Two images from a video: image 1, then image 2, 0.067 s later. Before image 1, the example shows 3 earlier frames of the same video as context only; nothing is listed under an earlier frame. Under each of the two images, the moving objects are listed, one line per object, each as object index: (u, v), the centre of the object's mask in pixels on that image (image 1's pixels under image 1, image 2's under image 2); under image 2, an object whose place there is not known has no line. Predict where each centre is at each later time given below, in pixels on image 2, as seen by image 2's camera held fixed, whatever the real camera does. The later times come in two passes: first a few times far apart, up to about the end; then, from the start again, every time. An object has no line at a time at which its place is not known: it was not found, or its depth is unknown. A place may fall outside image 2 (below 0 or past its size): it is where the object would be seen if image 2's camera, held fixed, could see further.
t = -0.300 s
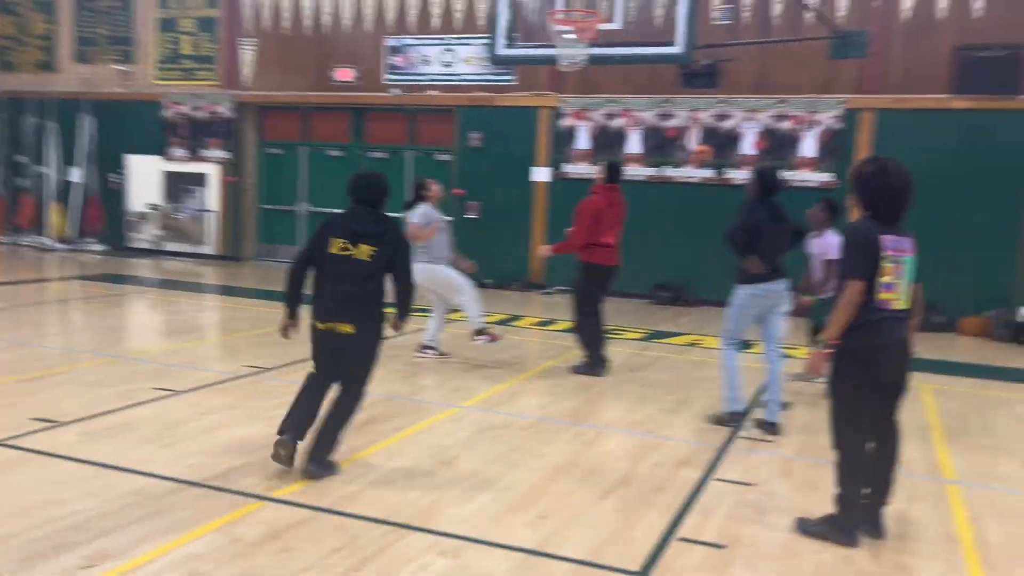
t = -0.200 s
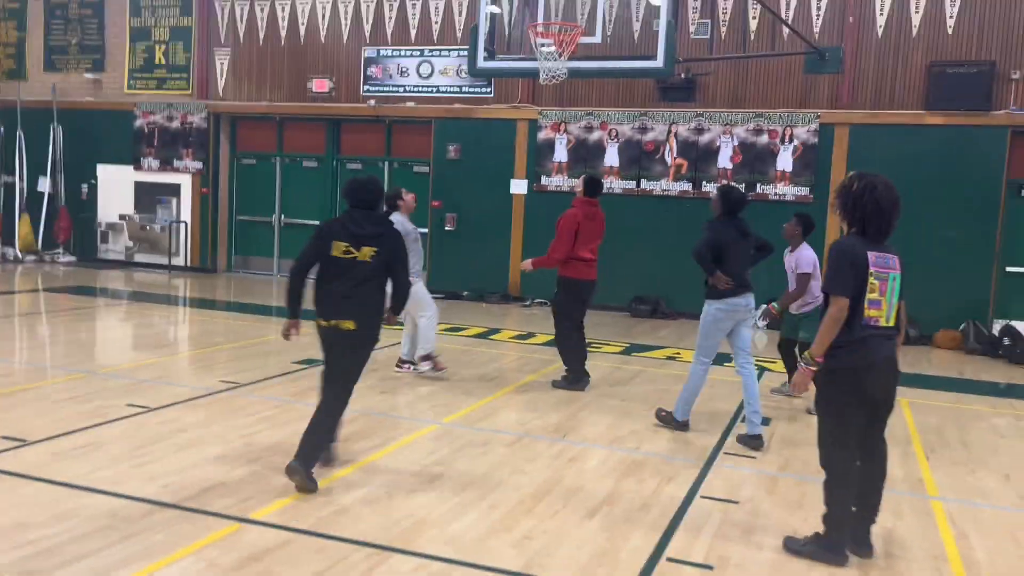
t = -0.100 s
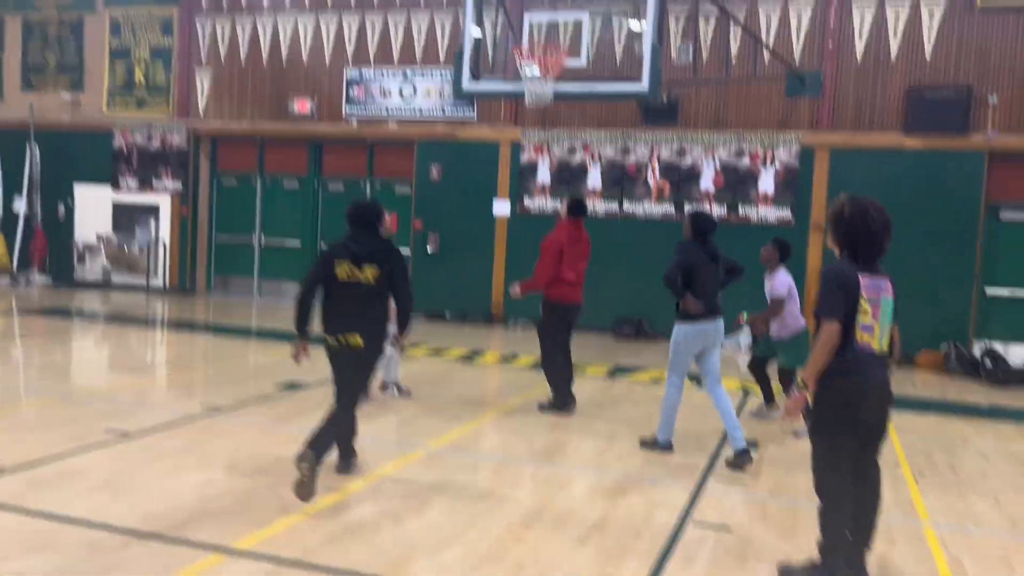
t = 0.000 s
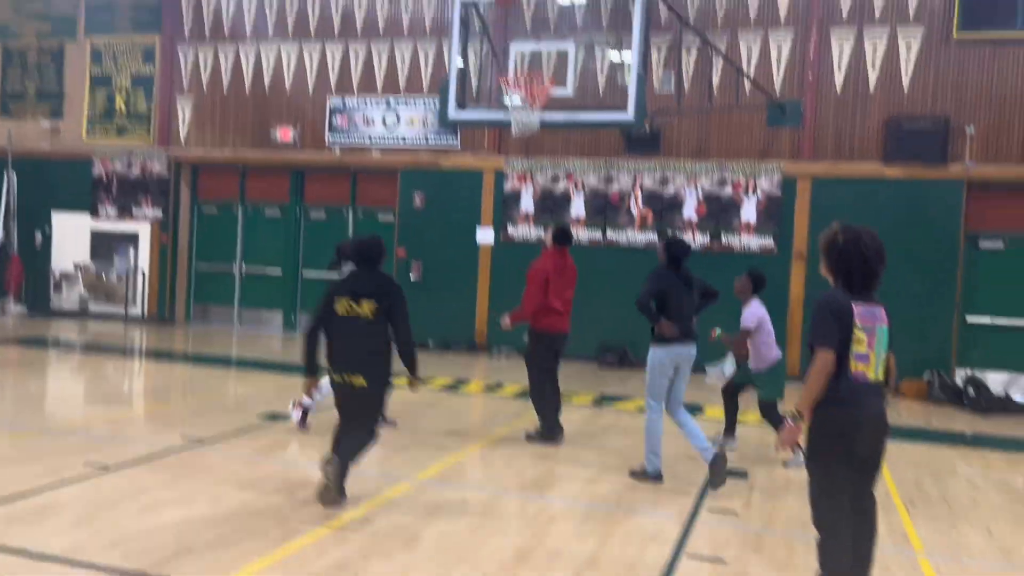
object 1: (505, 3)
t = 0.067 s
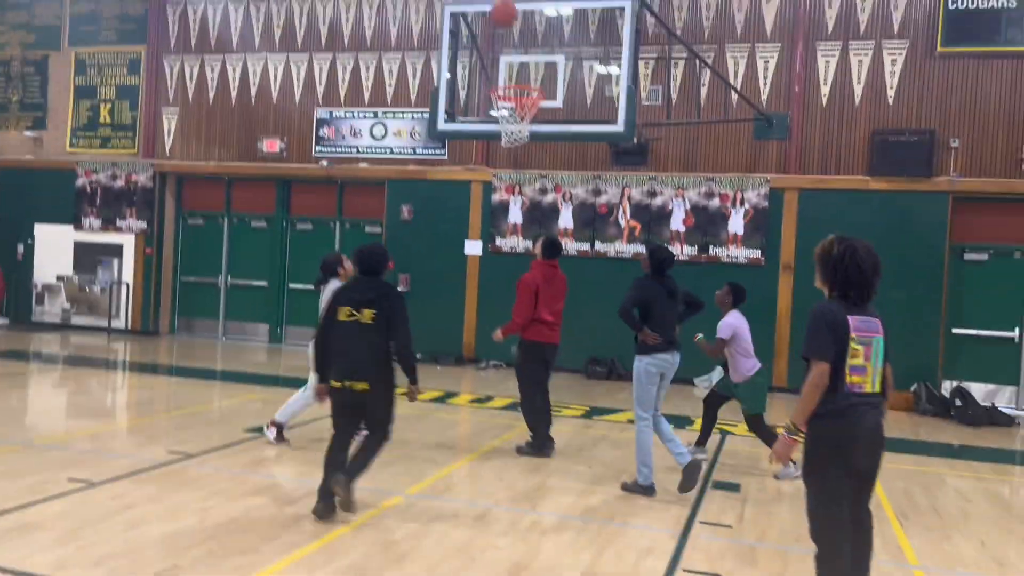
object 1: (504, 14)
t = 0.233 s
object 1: (526, 61)
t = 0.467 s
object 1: (537, 39)
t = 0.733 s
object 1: (539, 32)
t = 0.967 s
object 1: (540, 95)
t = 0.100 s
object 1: (509, 21)
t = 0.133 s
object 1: (512, 29)
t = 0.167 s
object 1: (518, 37)
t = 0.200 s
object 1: (522, 49)
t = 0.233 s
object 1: (526, 61)
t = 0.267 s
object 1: (531, 73)
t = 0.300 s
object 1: (532, 77)
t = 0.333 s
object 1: (534, 72)
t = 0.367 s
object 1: (535, 62)
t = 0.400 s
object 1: (535, 54)
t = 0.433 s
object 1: (536, 46)
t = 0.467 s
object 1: (537, 39)
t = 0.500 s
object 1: (538, 35)
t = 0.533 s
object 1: (538, 31)
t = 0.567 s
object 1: (539, 28)
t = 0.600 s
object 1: (539, 26)
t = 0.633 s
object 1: (539, 25)
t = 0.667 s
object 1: (539, 26)
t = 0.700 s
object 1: (539, 28)
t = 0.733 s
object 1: (539, 32)
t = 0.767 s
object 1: (539, 36)
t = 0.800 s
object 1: (538, 42)
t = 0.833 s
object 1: (538, 49)
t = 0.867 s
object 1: (538, 58)
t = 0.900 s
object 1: (540, 70)
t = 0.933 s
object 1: (538, 74)
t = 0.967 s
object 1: (540, 95)
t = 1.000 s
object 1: (533, 99)
